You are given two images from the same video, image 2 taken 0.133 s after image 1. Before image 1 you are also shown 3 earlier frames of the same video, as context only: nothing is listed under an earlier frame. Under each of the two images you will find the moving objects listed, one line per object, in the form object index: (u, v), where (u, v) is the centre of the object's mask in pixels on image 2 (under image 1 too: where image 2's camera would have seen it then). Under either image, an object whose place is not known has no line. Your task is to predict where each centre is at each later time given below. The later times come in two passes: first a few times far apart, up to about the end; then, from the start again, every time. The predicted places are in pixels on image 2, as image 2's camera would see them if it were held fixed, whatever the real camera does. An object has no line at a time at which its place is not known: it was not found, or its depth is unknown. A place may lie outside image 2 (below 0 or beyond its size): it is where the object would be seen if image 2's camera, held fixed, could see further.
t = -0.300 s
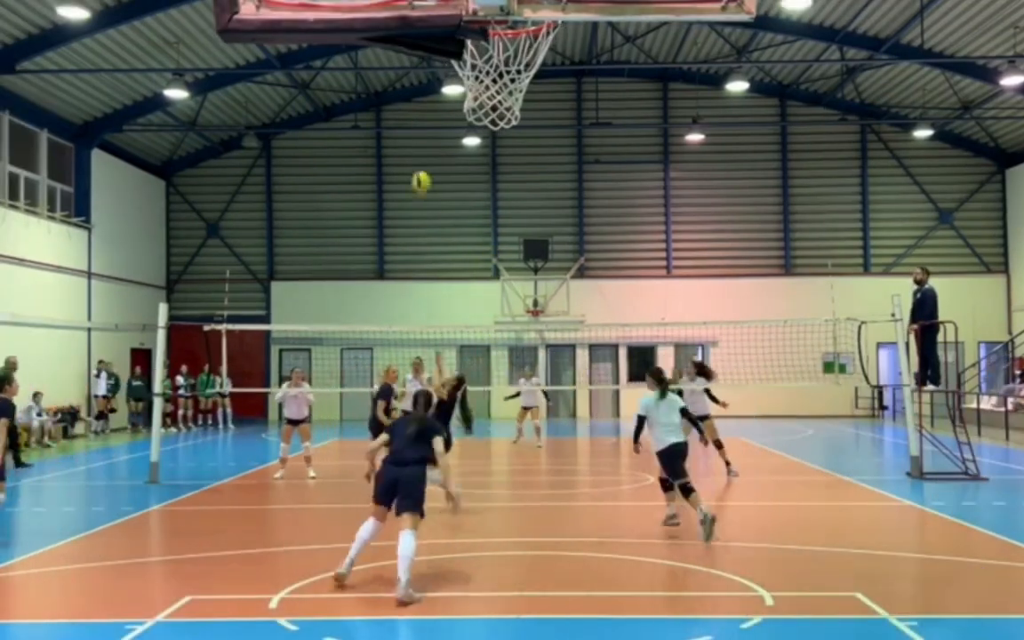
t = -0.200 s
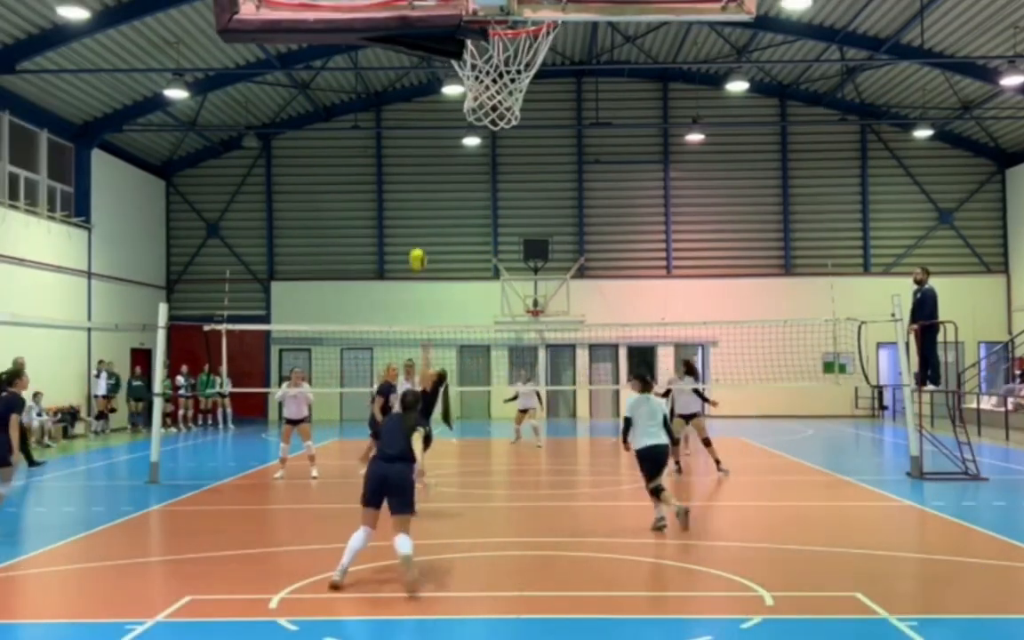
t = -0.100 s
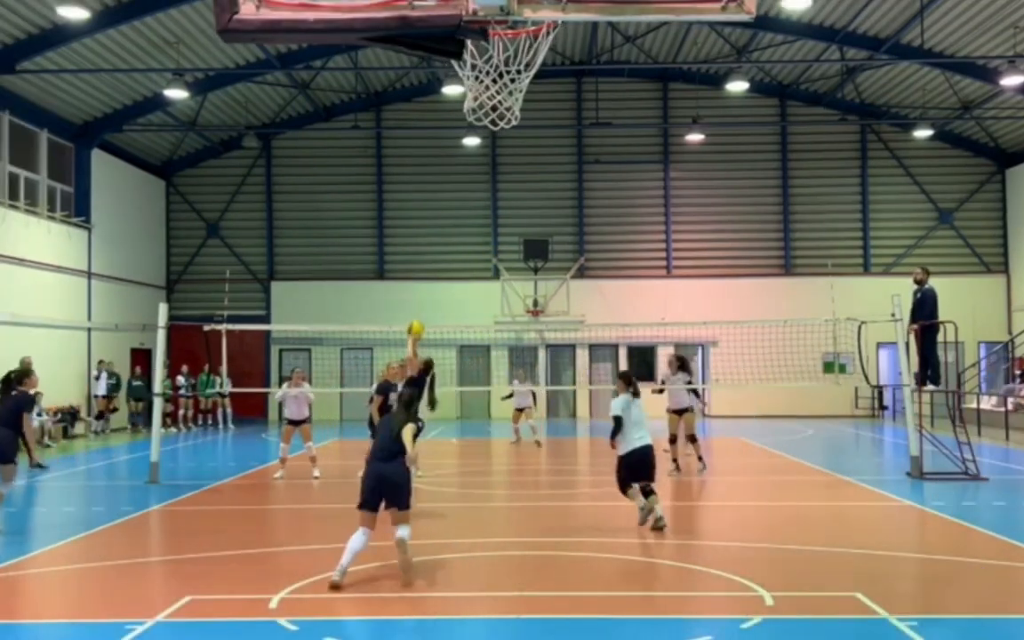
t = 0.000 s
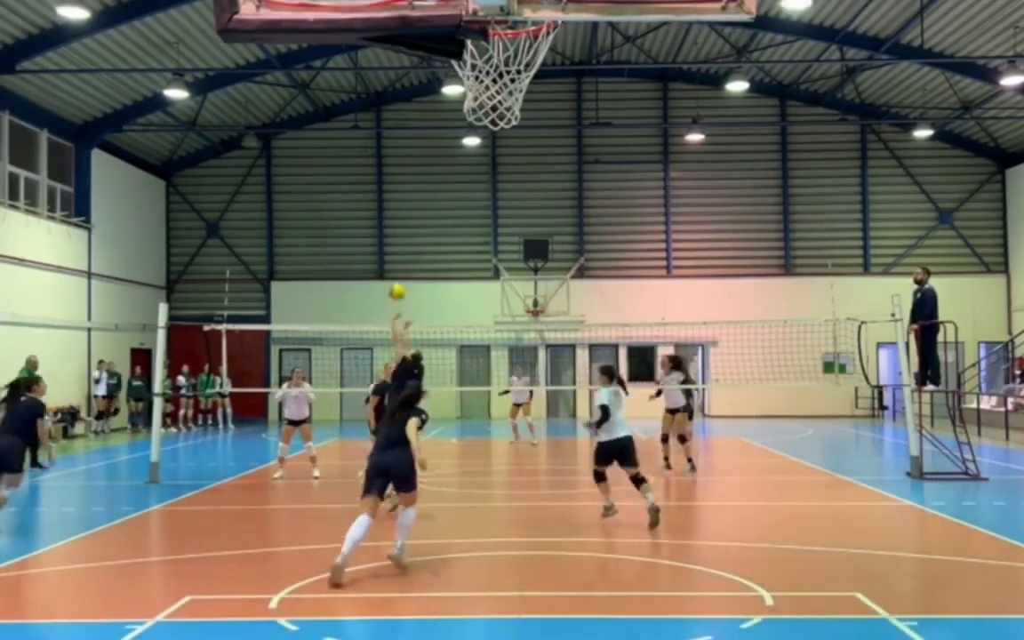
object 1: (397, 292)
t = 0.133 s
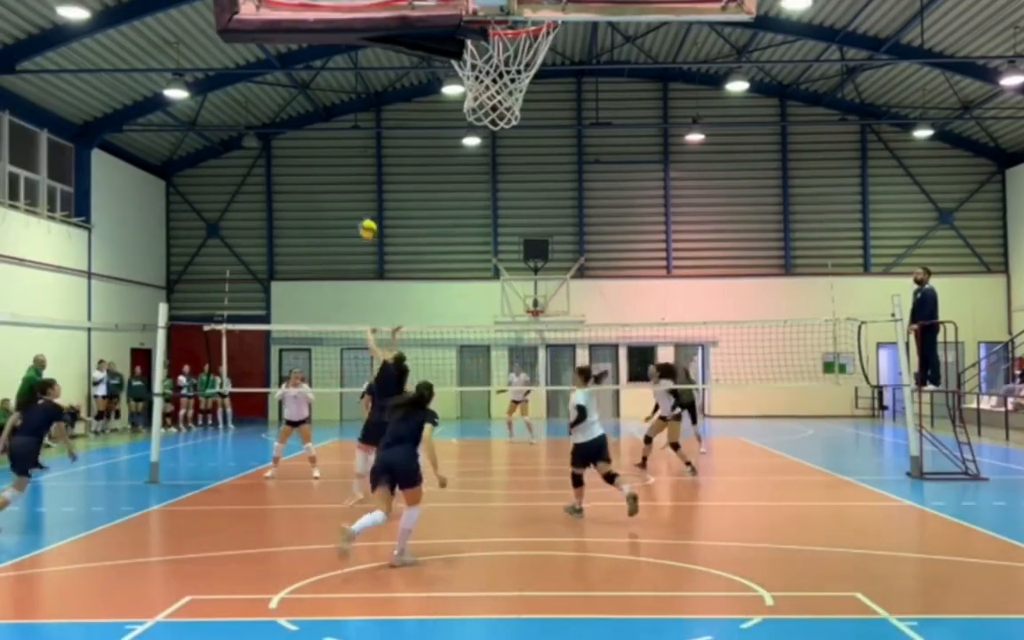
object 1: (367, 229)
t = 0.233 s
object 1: (350, 199)
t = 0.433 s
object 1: (311, 155)
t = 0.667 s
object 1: (270, 144)
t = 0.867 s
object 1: (238, 168)
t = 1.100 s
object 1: (204, 231)
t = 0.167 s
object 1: (360, 217)
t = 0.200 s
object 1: (356, 210)
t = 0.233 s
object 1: (350, 199)
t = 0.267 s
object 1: (343, 190)
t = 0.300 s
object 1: (336, 181)
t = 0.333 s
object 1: (330, 172)
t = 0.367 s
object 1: (323, 165)
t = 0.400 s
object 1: (317, 160)
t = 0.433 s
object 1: (311, 155)
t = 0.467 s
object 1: (305, 150)
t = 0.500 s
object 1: (299, 147)
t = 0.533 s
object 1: (293, 145)
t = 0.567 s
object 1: (287, 143)
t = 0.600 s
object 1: (281, 143)
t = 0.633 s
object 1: (275, 143)
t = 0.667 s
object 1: (270, 144)
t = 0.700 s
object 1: (265, 146)
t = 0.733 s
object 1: (259, 149)
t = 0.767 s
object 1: (254, 152)
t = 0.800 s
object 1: (249, 158)
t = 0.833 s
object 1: (243, 162)
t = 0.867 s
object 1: (238, 168)
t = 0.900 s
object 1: (233, 175)
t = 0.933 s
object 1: (228, 183)
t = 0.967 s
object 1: (223, 191)
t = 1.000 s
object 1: (218, 200)
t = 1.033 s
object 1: (213, 210)
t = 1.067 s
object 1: (209, 220)
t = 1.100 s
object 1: (204, 231)
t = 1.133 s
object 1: (199, 243)
